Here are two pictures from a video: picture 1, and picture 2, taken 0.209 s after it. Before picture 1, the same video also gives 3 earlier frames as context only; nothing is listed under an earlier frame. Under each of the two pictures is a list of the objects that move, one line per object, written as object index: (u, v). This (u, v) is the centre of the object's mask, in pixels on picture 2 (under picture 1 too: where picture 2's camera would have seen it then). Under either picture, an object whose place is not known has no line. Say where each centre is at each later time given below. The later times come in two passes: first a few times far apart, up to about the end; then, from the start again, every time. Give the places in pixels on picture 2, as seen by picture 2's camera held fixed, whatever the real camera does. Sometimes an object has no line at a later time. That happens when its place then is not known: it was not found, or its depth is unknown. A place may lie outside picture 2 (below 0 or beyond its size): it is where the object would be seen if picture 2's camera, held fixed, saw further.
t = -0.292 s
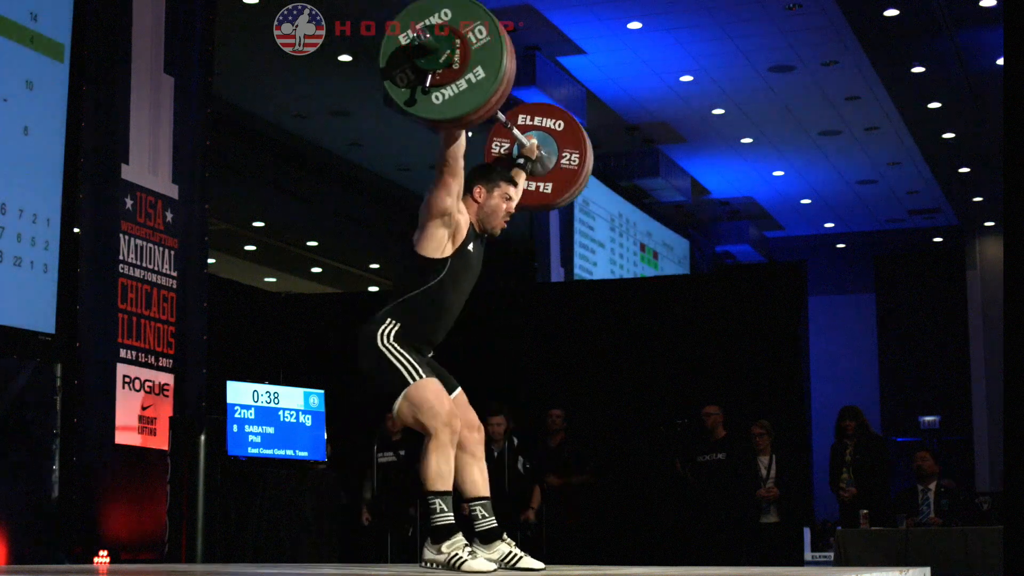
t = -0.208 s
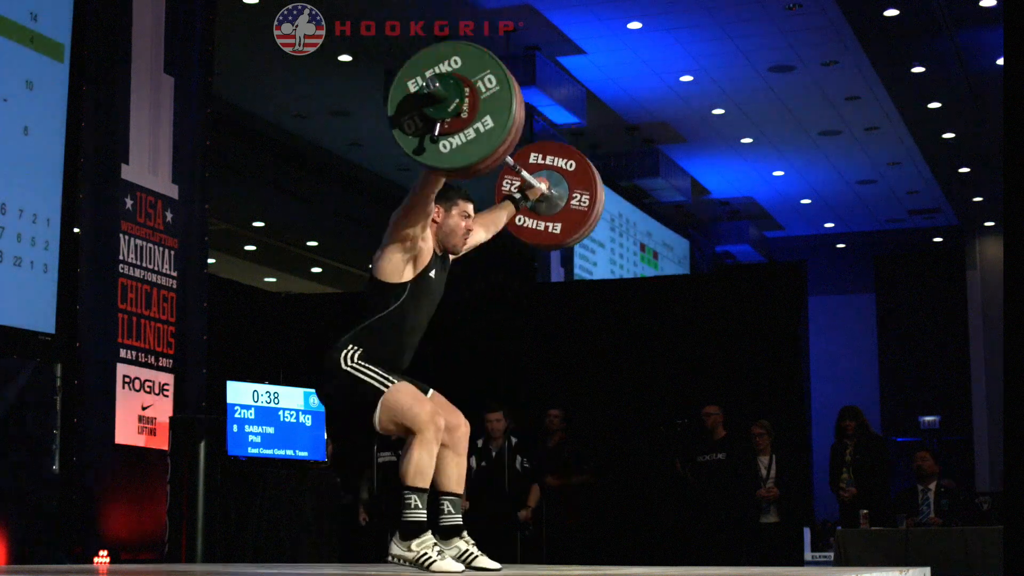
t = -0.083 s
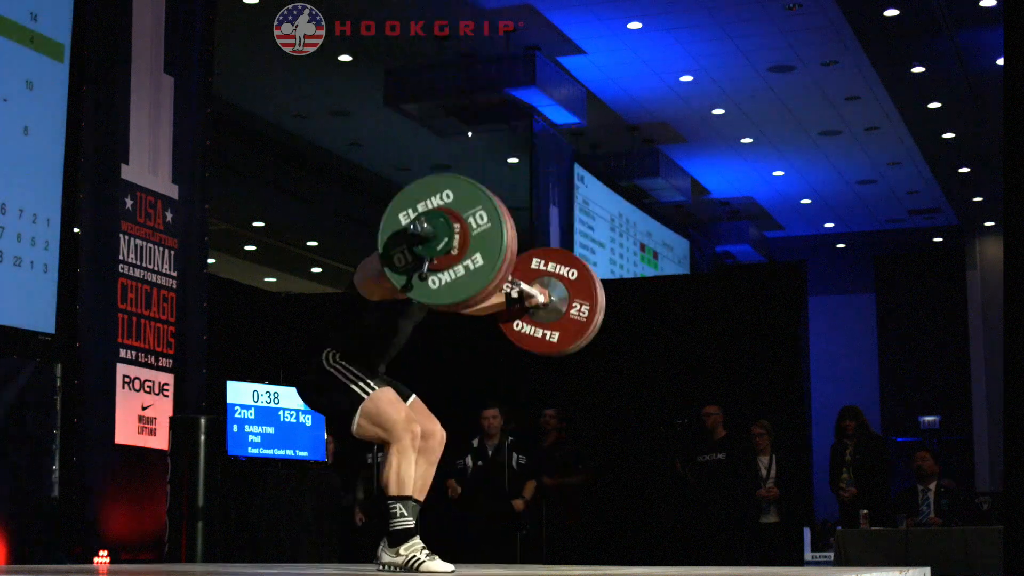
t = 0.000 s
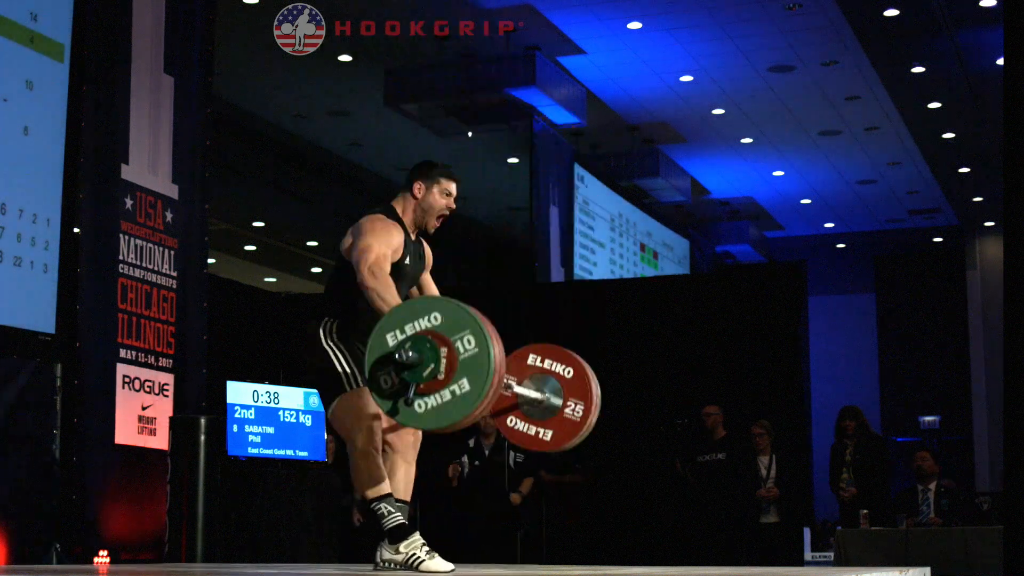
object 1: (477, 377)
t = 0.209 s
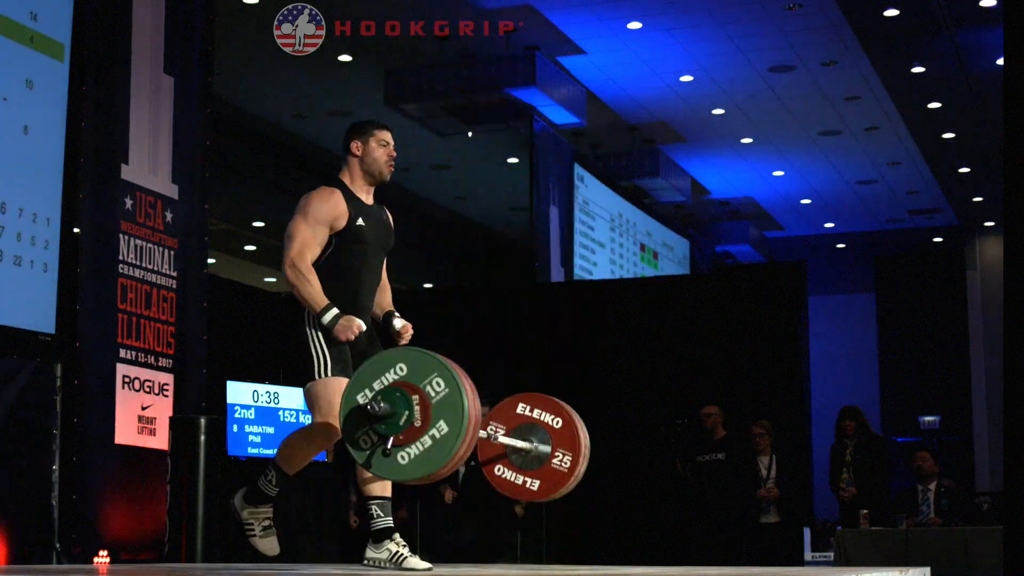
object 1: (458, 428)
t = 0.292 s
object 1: (453, 389)
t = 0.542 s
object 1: (436, 383)
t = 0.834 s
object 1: (414, 488)
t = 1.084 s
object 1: (395, 498)
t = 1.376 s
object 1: (379, 507)
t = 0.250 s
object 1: (455, 406)
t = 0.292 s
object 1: (453, 389)
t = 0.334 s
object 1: (450, 376)
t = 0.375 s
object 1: (447, 368)
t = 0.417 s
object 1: (444, 365)
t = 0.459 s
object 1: (441, 366)
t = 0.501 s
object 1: (438, 372)
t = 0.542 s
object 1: (436, 383)
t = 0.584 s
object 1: (433, 399)
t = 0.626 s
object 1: (430, 419)
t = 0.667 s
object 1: (427, 444)
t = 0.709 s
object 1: (424, 473)
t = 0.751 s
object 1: (421, 507)
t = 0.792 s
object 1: (418, 501)
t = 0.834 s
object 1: (414, 488)
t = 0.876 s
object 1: (411, 480)
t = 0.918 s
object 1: (408, 476)
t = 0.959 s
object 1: (405, 477)
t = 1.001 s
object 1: (402, 483)
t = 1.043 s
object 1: (399, 491)
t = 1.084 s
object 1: (395, 498)
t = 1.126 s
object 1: (392, 511)
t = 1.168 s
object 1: (389, 505)
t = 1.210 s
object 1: (386, 502)
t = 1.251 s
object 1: (383, 502)
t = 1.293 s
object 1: (383, 505)
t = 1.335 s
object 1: (381, 510)
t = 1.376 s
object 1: (379, 507)
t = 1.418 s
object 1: (377, 508)
